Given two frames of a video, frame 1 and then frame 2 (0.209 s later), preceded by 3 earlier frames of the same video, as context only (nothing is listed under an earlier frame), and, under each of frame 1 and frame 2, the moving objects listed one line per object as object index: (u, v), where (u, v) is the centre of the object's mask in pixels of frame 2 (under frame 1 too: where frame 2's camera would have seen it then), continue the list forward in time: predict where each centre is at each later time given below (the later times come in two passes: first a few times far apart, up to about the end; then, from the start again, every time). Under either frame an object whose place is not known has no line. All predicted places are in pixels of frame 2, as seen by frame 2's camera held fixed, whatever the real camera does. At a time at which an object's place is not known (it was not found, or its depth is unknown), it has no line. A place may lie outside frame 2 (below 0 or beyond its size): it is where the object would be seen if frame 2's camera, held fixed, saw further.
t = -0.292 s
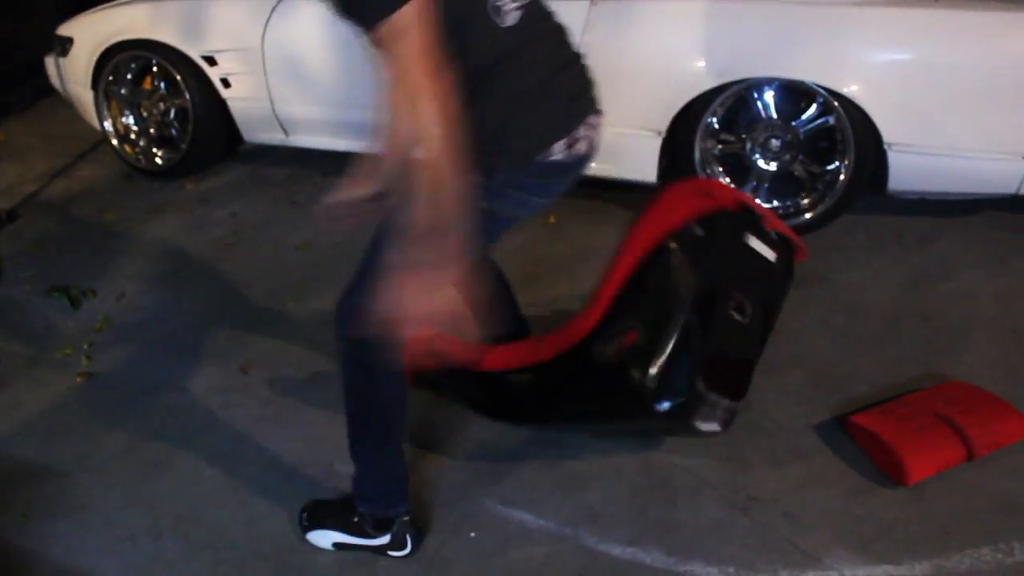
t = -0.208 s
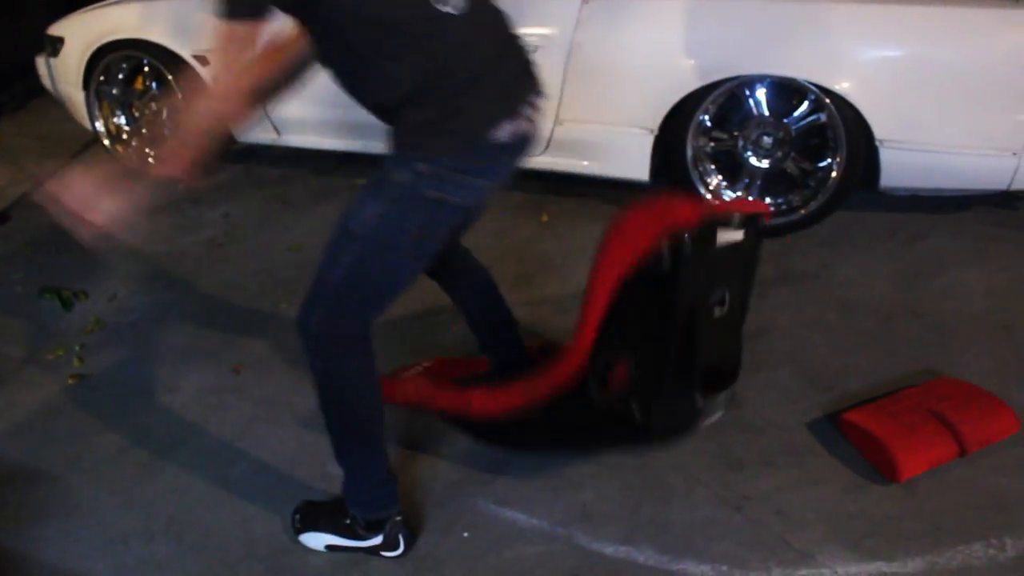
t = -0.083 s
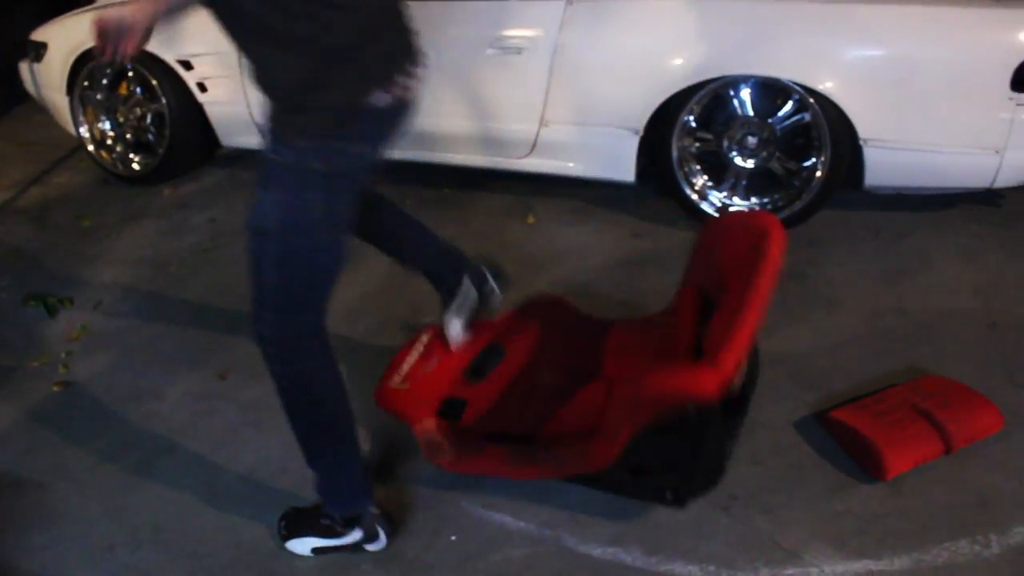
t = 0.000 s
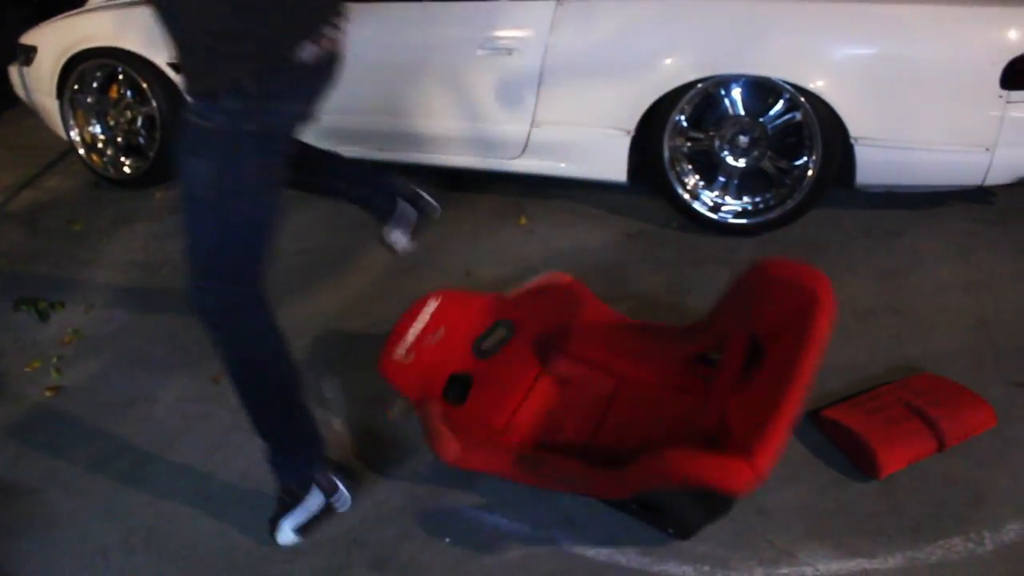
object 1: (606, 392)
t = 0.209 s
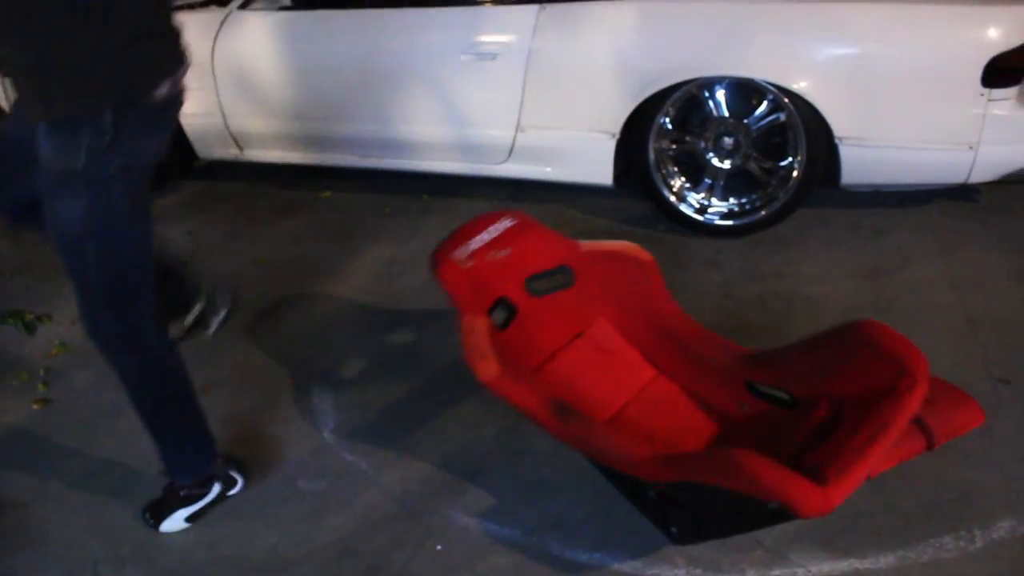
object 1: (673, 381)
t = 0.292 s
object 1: (690, 372)
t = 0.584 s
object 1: (694, 356)
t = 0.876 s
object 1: (635, 355)
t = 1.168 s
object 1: (657, 372)
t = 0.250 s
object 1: (683, 378)
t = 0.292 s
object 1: (690, 372)
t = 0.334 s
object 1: (693, 366)
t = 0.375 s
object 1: (694, 363)
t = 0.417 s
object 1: (696, 362)
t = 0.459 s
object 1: (698, 362)
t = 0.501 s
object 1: (700, 363)
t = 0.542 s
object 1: (700, 362)
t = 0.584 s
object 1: (694, 356)
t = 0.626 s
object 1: (686, 351)
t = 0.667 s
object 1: (675, 348)
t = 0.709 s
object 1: (665, 348)
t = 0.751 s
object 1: (655, 349)
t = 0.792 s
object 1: (647, 349)
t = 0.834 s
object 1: (640, 351)
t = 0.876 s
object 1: (635, 355)
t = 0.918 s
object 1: (631, 359)
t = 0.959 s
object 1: (629, 364)
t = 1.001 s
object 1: (632, 367)
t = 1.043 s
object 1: (638, 370)
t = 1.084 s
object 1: (646, 371)
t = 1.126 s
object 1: (653, 371)
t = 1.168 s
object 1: (657, 372)
